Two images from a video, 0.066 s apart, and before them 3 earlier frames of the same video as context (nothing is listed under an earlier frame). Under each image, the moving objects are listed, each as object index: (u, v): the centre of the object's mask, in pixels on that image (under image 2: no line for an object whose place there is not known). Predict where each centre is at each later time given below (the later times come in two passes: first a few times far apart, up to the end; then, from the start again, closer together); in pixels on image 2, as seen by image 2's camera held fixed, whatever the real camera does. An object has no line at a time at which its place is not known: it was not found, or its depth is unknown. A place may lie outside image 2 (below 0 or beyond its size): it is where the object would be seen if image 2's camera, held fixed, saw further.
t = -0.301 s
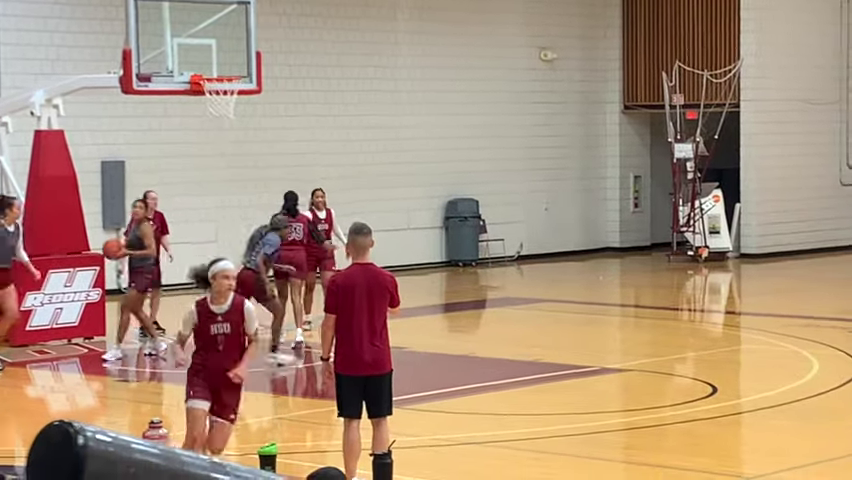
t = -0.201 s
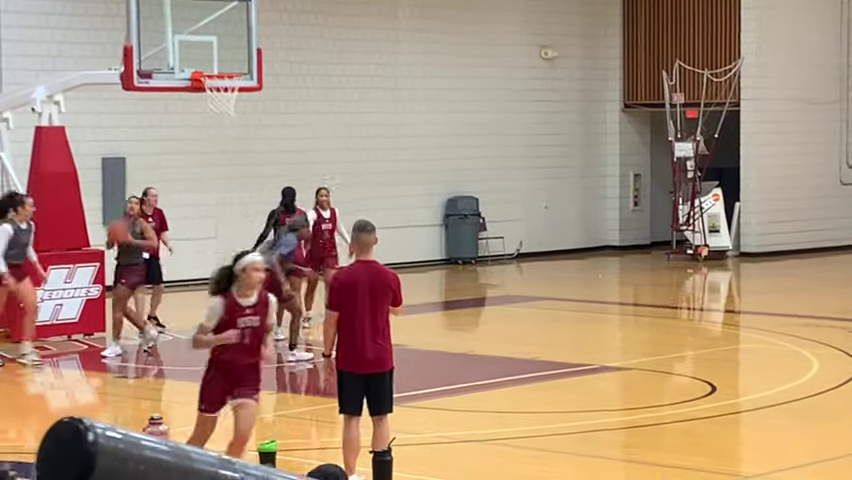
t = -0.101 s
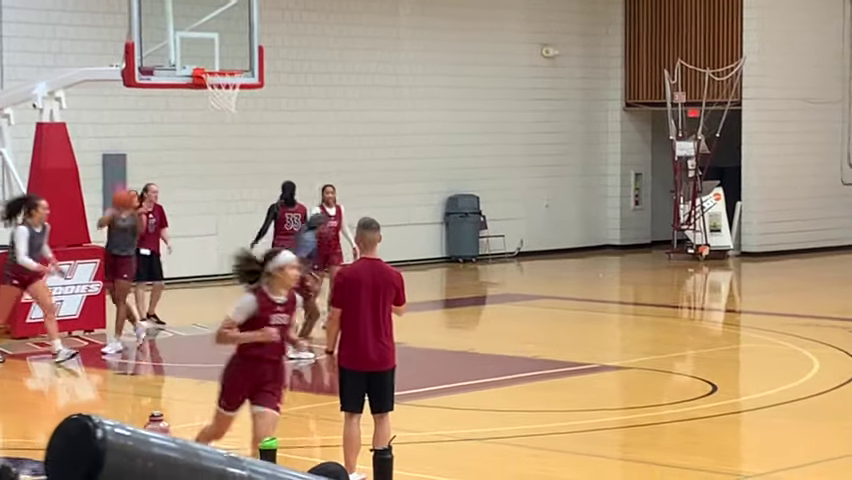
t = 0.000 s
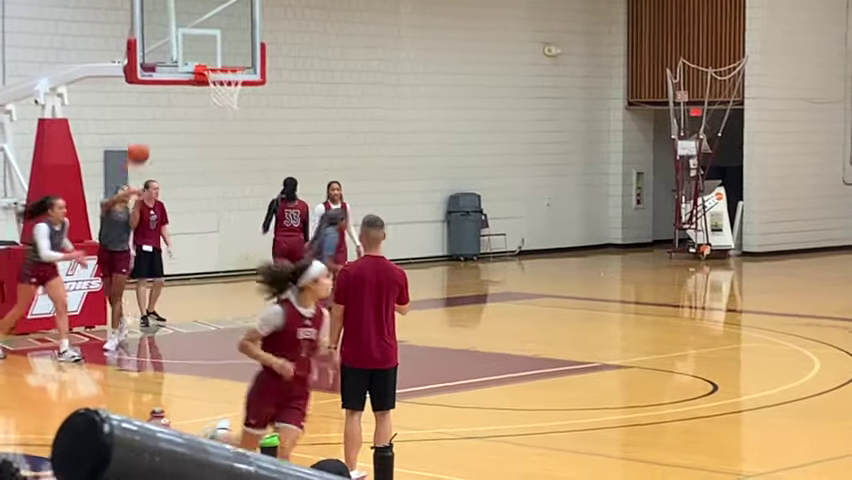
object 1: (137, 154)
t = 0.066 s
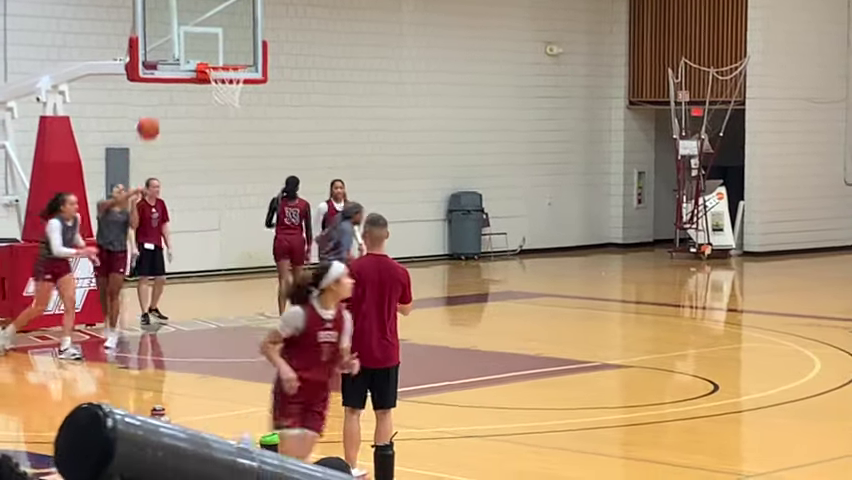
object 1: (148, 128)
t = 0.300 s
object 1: (186, 72)
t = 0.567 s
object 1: (234, 74)
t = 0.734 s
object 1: (272, 115)
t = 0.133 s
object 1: (157, 108)
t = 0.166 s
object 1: (162, 100)
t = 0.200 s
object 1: (168, 92)
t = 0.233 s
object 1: (173, 85)
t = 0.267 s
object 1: (178, 79)
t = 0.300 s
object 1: (186, 72)
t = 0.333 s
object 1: (192, 71)
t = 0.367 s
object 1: (196, 69)
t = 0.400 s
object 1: (201, 65)
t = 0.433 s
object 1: (207, 65)
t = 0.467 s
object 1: (212, 67)
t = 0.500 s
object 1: (222, 66)
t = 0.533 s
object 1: (228, 71)
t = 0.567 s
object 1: (234, 74)
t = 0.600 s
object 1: (241, 79)
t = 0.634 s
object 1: (249, 86)
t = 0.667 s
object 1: (257, 95)
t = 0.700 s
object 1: (264, 105)
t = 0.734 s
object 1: (272, 115)
